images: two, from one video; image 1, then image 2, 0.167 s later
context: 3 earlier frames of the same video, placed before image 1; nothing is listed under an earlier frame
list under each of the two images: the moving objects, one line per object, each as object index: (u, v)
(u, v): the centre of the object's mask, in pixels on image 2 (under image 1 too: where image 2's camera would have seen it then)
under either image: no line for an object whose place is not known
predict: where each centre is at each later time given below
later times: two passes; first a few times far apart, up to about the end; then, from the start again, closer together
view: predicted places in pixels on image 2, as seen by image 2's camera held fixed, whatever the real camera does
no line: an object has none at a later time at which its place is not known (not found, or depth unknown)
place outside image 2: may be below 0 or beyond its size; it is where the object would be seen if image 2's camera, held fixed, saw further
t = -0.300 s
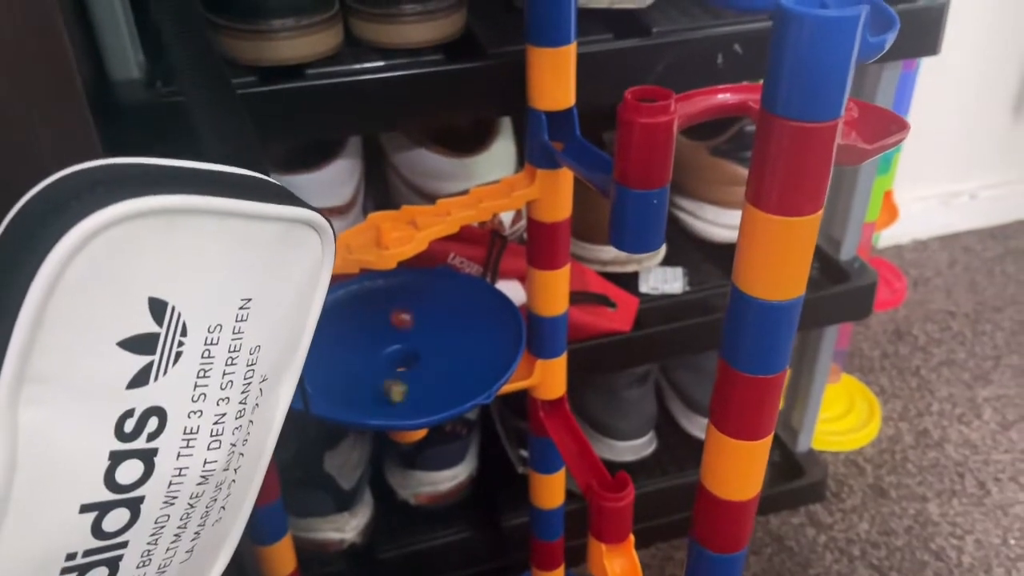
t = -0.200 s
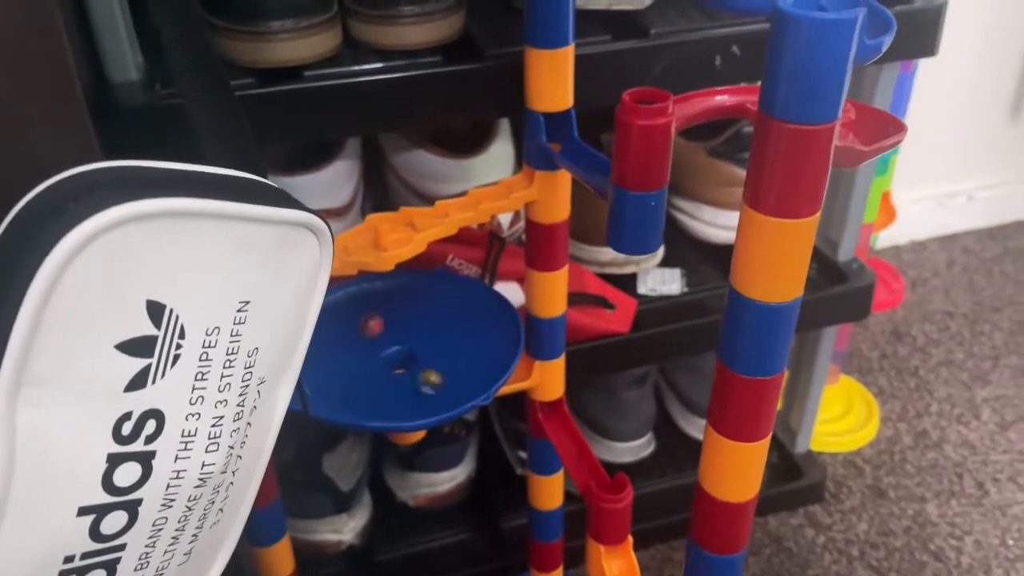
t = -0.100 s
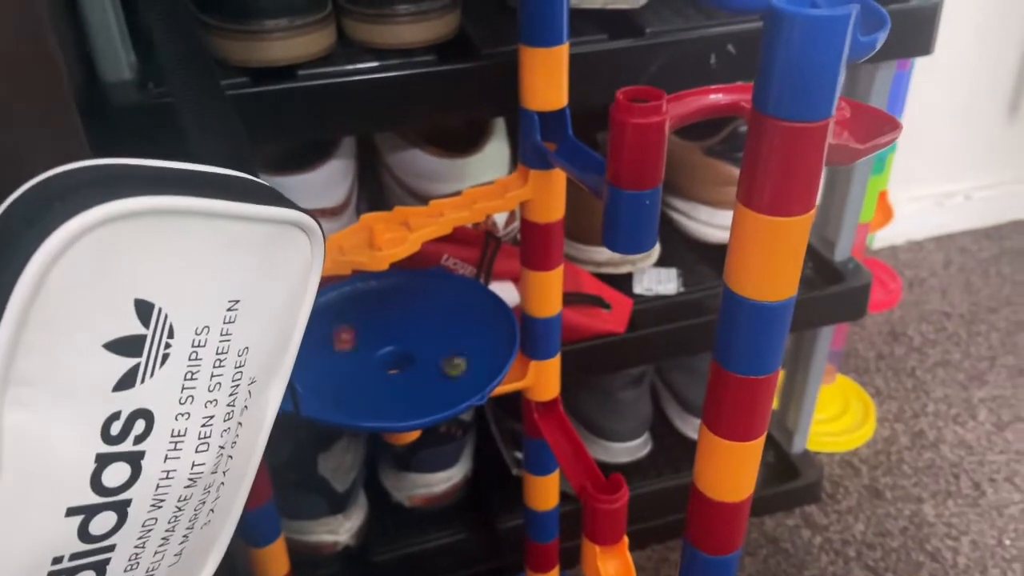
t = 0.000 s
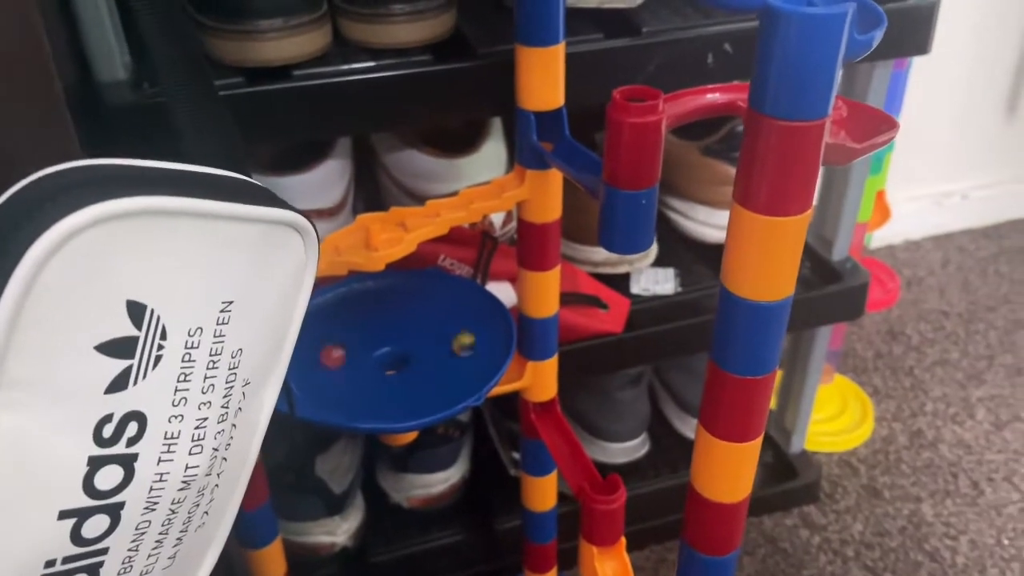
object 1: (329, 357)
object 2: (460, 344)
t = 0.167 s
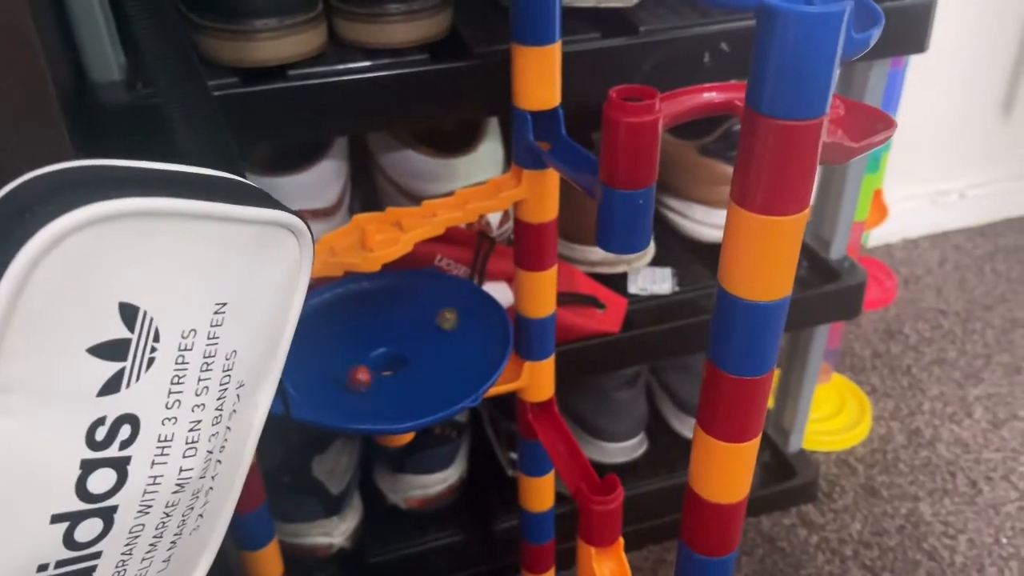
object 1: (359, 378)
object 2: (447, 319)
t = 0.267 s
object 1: (389, 379)
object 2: (418, 309)
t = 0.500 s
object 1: (432, 350)
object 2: (336, 326)
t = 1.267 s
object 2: (446, 348)
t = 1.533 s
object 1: (430, 342)
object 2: (403, 313)
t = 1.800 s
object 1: (363, 335)
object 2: (324, 342)
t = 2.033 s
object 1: (341, 364)
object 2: (340, 383)
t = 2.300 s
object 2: (424, 372)
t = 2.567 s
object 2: (429, 327)
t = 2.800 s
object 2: (364, 326)
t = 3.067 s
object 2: (342, 364)
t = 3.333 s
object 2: (403, 370)
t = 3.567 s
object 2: (397, 338)
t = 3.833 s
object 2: (343, 347)
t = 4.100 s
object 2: (384, 377)
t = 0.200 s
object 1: (370, 380)
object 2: (440, 314)
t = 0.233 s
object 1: (379, 381)
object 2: (430, 311)
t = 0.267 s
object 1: (389, 379)
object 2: (418, 309)
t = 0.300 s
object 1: (399, 376)
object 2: (408, 309)
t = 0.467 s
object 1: (433, 356)
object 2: (346, 322)
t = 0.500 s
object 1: (432, 350)
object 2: (336, 326)
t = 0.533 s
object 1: (431, 344)
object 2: (329, 330)
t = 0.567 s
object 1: (427, 341)
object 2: (322, 334)
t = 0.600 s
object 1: (422, 336)
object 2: (313, 343)
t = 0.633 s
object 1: (414, 331)
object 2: (308, 350)
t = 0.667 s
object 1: (405, 330)
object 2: (305, 358)
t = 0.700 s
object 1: (394, 330)
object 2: (304, 362)
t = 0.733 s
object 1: (386, 328)
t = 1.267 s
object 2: (446, 348)
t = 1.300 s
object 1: (398, 372)
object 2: (446, 340)
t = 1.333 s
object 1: (407, 369)
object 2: (446, 334)
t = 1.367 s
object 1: (416, 365)
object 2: (444, 331)
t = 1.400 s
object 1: (422, 359)
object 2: (439, 325)
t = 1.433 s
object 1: (427, 354)
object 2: (431, 320)
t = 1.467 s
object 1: (431, 349)
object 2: (423, 317)
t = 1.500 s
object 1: (431, 345)
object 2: (411, 313)
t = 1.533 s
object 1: (430, 342)
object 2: (403, 313)
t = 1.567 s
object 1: (426, 338)
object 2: (392, 313)
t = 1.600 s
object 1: (421, 335)
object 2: (382, 316)
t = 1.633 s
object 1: (413, 333)
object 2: (372, 316)
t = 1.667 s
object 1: (403, 331)
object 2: (358, 320)
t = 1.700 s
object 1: (393, 331)
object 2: (348, 324)
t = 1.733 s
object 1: (382, 331)
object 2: (336, 331)
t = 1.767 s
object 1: (371, 333)
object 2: (330, 335)
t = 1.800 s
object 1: (363, 335)
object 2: (324, 342)
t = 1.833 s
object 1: (354, 338)
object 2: (321, 346)
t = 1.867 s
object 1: (348, 343)
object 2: (320, 350)
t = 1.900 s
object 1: (342, 346)
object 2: (320, 359)
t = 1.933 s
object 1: (339, 350)
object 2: (322, 366)
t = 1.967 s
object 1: (336, 355)
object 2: (326, 374)
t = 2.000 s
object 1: (337, 358)
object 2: (332, 378)
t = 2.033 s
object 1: (341, 364)
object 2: (340, 383)
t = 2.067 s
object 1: (344, 368)
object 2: (348, 387)
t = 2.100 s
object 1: (348, 370)
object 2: (358, 386)
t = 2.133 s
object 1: (356, 373)
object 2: (369, 385)
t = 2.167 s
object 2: (384, 383)
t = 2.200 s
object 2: (397, 381)
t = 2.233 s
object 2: (408, 383)
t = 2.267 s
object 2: (414, 378)
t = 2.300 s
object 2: (424, 372)
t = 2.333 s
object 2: (433, 366)
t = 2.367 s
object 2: (437, 358)
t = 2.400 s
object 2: (441, 352)
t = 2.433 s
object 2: (443, 346)
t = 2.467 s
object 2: (444, 343)
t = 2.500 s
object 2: (443, 337)
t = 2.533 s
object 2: (437, 331)
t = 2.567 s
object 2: (429, 327)
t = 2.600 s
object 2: (422, 323)
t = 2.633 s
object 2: (411, 321)
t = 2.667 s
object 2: (403, 320)
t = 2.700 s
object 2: (392, 320)
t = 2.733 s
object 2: (386, 322)
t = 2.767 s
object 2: (375, 323)
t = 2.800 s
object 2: (364, 326)
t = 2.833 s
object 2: (355, 330)
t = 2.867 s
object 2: (346, 335)
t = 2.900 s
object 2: (340, 342)
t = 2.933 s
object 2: (336, 342)
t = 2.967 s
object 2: (332, 351)
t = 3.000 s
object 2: (332, 355)
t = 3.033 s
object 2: (336, 357)
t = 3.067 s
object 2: (342, 364)
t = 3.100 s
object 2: (349, 371)
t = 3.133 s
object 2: (357, 373)
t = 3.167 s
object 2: (364, 376)
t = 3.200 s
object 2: (372, 376)
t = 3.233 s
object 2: (381, 377)
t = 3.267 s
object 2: (390, 375)
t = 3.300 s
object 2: (397, 373)
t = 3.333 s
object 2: (403, 370)
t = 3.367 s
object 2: (409, 364)
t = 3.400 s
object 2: (413, 358)
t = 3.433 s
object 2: (414, 353)
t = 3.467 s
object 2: (413, 351)
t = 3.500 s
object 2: (411, 348)
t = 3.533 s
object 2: (405, 343)
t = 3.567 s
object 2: (397, 338)
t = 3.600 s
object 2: (388, 335)
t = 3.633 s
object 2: (378, 335)
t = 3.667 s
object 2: (368, 334)
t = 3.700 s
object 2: (361, 336)
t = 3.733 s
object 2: (353, 339)
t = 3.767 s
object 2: (346, 342)
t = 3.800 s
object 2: (343, 346)
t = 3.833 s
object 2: (343, 347)
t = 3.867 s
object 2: (342, 353)
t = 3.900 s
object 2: (343, 360)
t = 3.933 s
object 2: (346, 364)
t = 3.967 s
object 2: (352, 370)
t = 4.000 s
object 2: (361, 372)
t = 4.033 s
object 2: (368, 376)
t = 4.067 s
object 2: (377, 376)
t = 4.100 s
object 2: (384, 377)
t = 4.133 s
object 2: (393, 376)
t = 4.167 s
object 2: (404, 374)
